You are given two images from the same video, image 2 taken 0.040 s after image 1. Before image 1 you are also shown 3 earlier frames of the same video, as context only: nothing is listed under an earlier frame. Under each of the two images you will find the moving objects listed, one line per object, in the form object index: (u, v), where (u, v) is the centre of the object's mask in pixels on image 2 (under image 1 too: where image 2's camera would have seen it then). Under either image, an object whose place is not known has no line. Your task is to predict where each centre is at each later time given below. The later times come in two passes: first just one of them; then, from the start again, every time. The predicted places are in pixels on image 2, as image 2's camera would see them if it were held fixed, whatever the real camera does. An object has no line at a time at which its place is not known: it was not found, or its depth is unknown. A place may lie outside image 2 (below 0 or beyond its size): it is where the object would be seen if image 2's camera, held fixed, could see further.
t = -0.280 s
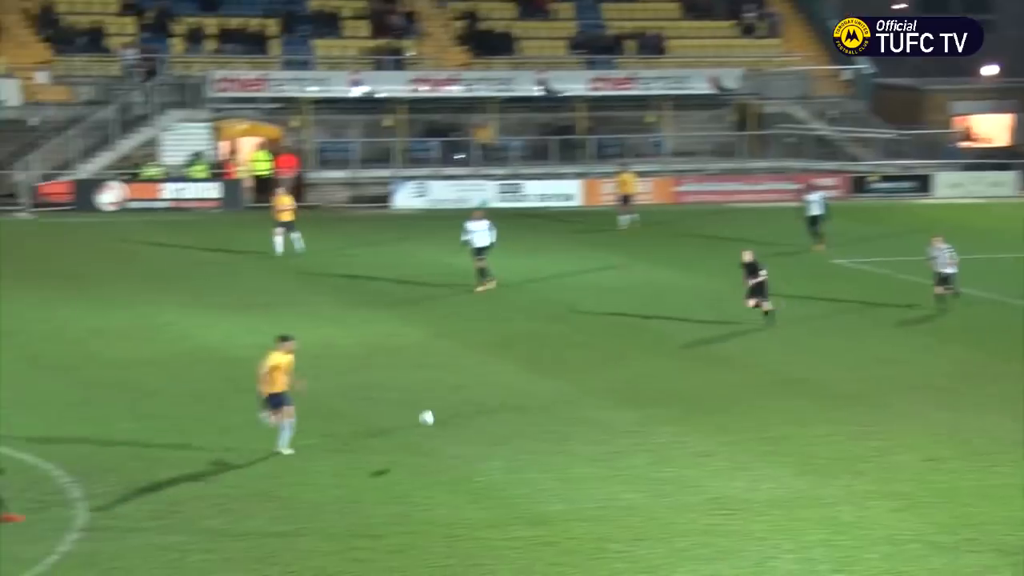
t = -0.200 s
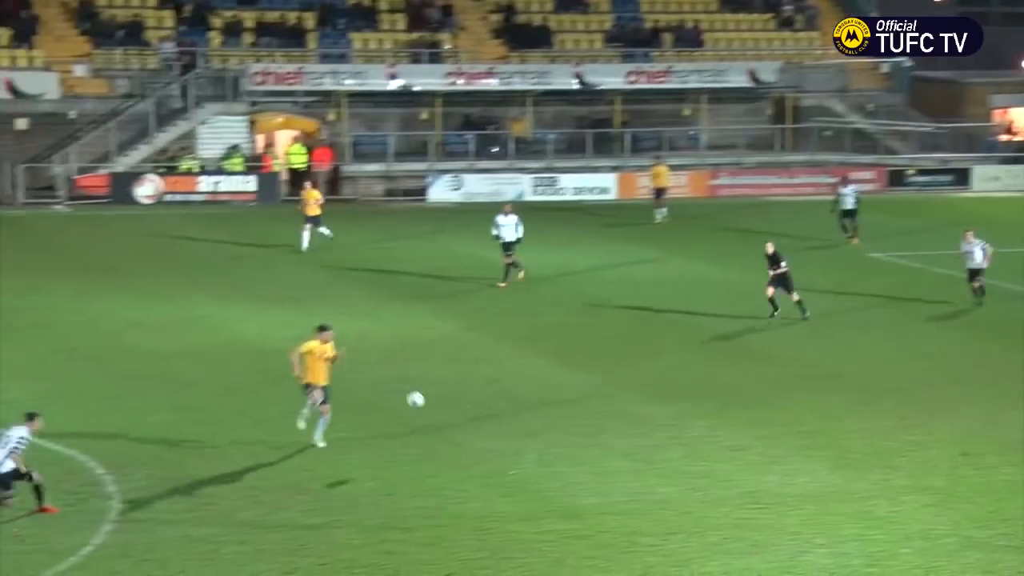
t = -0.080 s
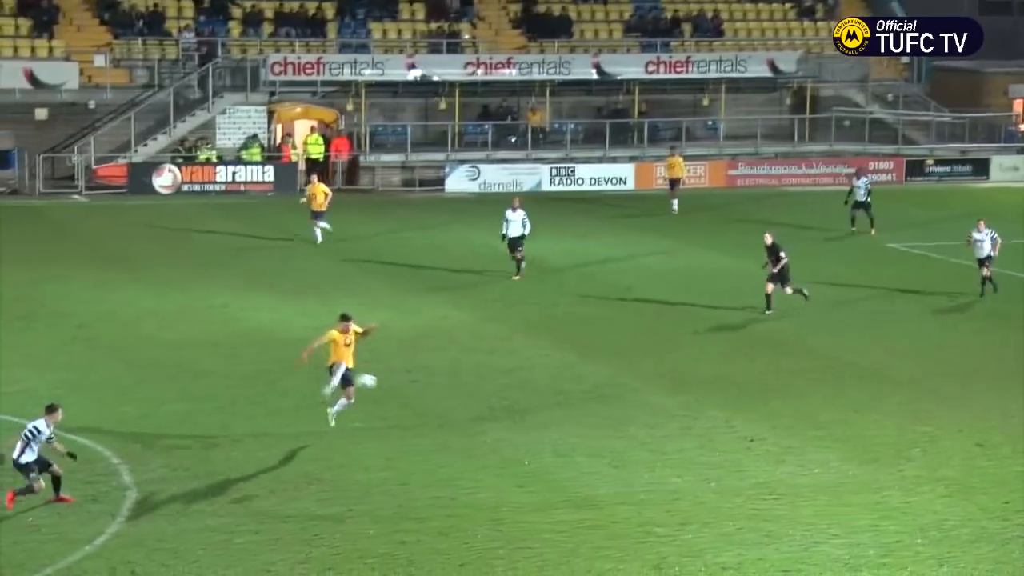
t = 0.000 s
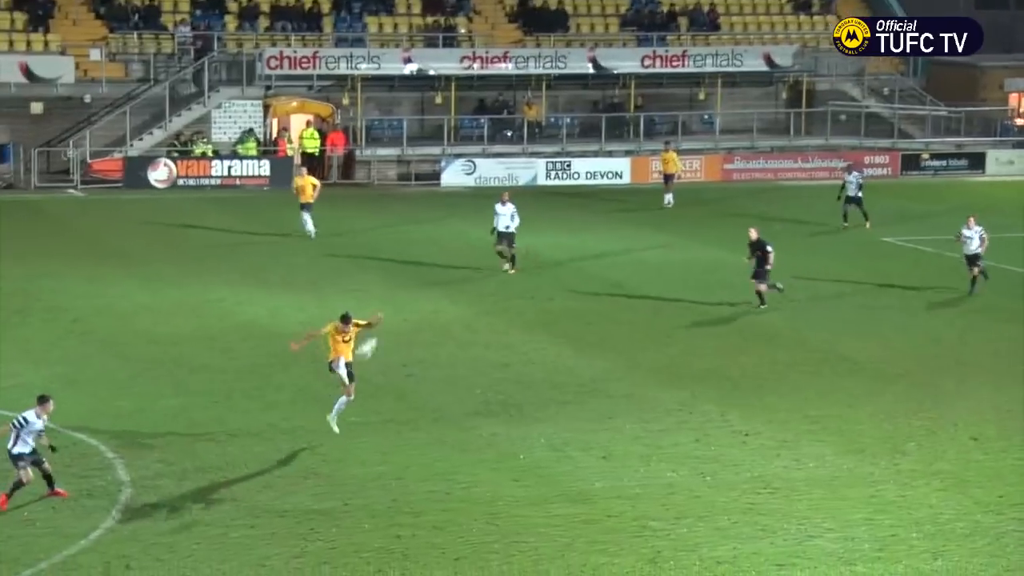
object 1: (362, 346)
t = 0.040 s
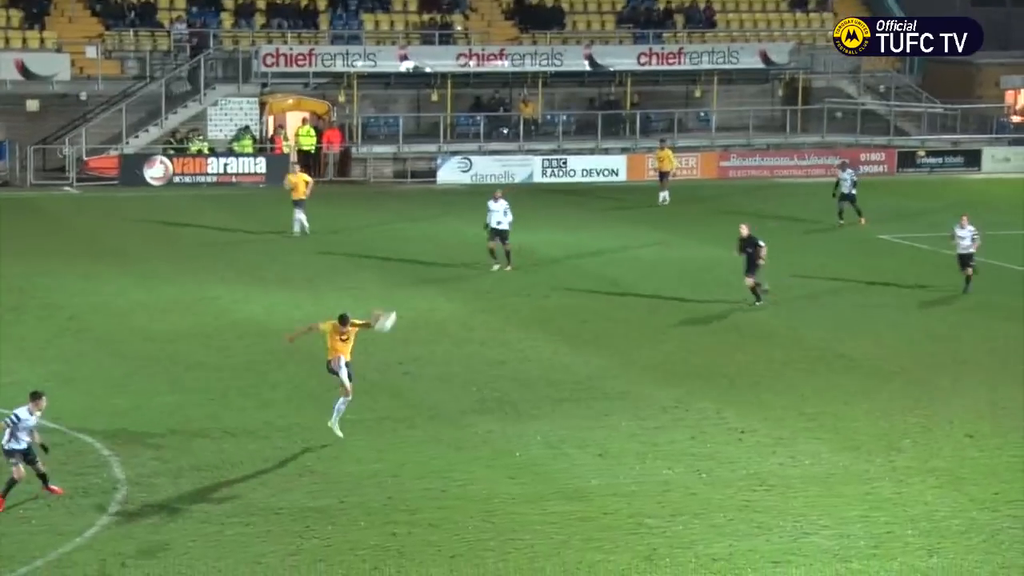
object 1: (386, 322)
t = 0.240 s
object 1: (503, 216)
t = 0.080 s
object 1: (410, 299)
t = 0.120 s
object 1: (433, 277)
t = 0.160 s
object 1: (456, 256)
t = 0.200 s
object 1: (477, 240)
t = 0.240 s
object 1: (503, 216)
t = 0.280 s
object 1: (524, 200)
